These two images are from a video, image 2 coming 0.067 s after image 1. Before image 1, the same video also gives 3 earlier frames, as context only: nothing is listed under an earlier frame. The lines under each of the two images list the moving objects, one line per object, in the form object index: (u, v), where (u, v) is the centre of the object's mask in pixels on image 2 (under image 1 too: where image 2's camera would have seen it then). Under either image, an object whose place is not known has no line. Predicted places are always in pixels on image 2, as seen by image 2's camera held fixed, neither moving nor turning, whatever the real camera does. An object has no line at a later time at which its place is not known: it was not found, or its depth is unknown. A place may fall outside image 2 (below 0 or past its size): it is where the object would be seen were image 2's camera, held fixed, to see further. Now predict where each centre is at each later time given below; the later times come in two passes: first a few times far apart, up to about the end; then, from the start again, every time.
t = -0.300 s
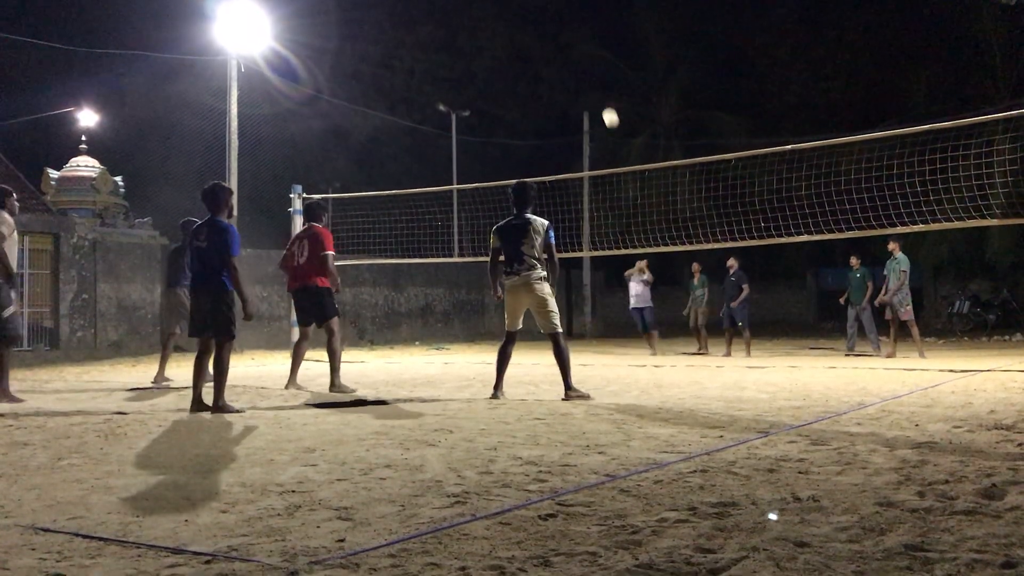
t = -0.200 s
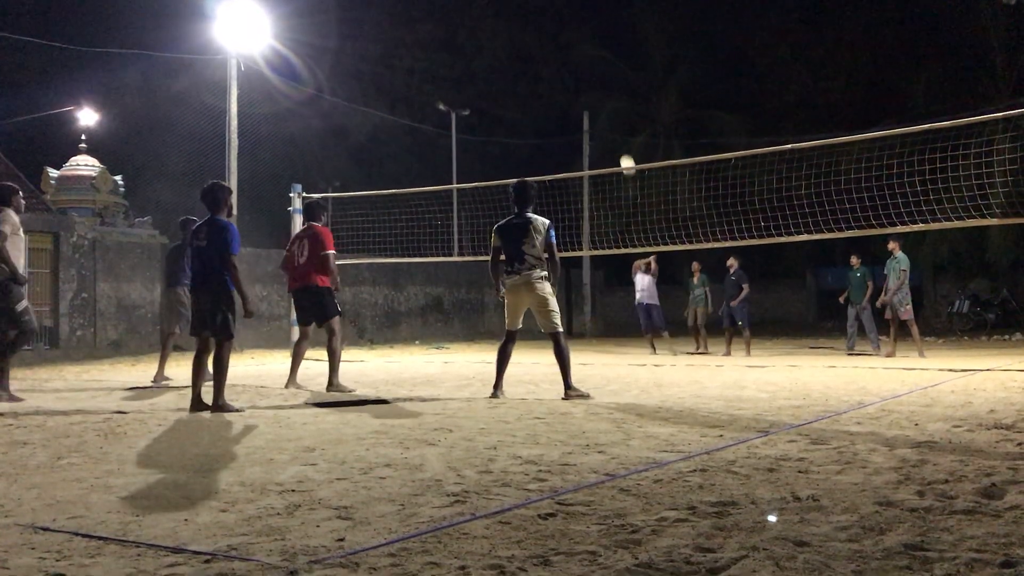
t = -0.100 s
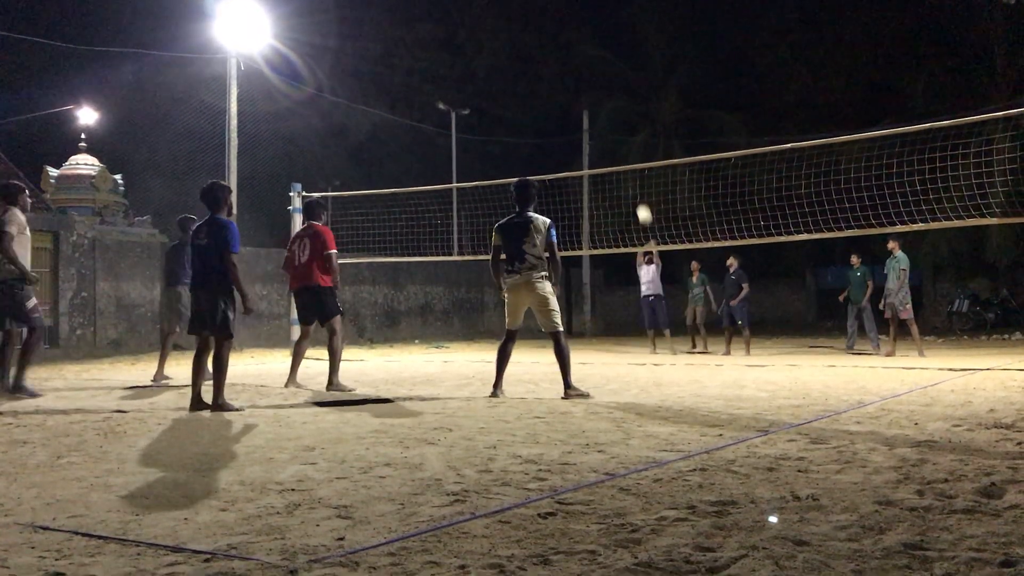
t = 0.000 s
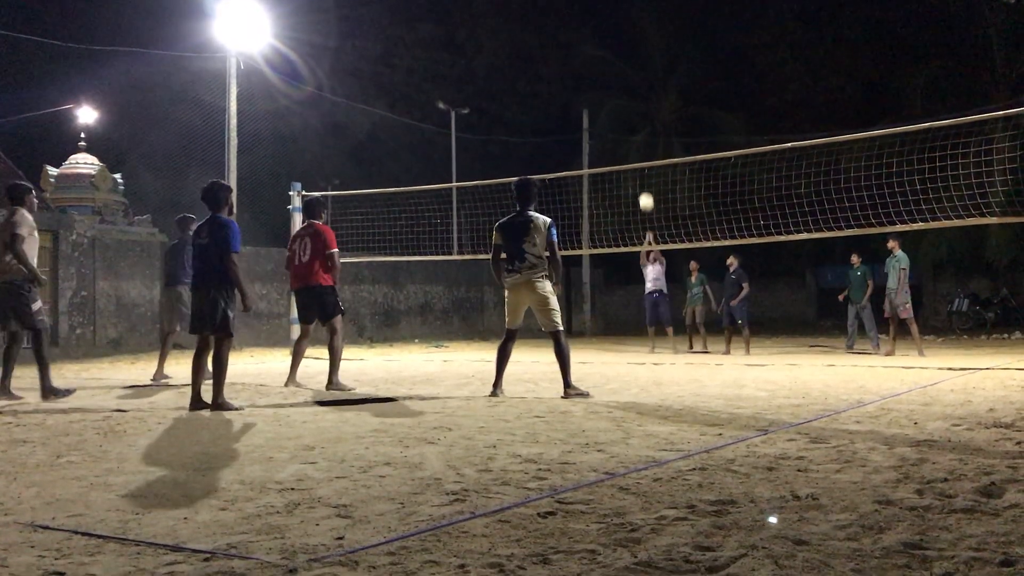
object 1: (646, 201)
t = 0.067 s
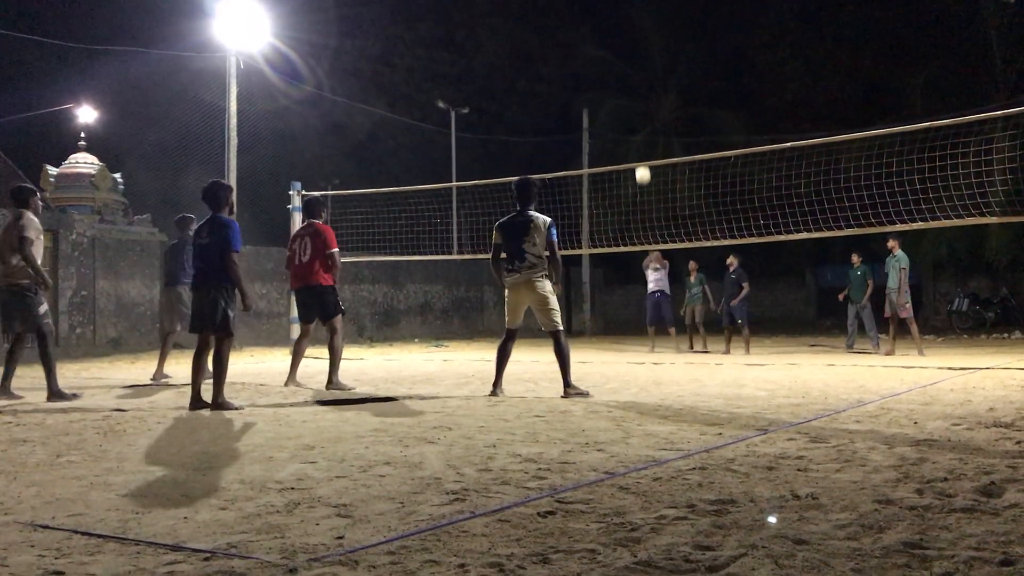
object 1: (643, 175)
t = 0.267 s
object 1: (631, 100)
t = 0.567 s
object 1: (609, 23)
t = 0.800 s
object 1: (588, 12)
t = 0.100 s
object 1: (641, 160)
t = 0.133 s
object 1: (639, 148)
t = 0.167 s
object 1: (637, 136)
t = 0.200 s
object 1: (635, 123)
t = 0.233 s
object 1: (633, 111)
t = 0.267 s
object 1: (631, 100)
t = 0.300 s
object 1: (629, 89)
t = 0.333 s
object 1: (626, 79)
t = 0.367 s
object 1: (624, 68)
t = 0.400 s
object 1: (622, 59)
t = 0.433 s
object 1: (619, 51)
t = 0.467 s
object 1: (617, 43)
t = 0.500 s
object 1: (614, 36)
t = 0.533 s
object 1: (612, 29)
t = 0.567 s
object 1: (609, 23)
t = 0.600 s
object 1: (606, 18)
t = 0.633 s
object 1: (603, 14)
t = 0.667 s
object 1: (600, 12)
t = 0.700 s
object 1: (598, 11)
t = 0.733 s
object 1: (594, 10)
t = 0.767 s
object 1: (591, 11)
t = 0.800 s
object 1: (588, 12)
